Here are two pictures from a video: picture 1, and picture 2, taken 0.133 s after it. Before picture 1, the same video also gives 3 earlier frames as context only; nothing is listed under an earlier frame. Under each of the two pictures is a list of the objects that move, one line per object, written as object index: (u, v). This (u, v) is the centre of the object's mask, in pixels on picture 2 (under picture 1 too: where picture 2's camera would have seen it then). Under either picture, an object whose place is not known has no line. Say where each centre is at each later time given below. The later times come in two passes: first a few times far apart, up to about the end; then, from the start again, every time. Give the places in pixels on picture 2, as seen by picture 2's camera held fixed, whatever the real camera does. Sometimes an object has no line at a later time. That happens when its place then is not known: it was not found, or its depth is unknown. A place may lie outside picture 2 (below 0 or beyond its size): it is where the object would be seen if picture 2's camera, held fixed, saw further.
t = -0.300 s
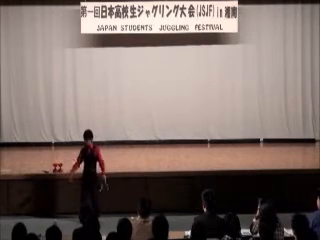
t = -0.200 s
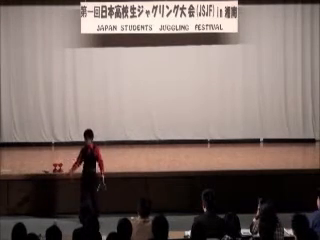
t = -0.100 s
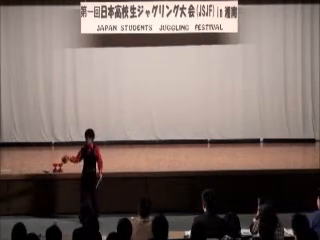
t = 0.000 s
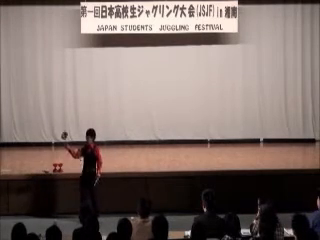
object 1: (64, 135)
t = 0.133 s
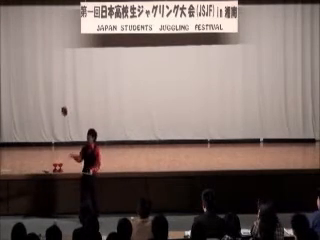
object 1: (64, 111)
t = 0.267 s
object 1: (64, 96)
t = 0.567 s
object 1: (65, 99)
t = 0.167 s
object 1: (65, 106)
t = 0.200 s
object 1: (64, 102)
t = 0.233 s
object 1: (65, 99)
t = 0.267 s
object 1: (64, 96)
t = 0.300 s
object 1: (65, 94)
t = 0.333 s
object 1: (65, 92)
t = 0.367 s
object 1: (65, 92)
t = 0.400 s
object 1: (65, 91)
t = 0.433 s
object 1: (65, 92)
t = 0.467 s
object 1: (65, 93)
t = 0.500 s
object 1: (65, 95)
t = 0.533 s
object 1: (65, 97)
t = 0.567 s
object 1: (65, 99)
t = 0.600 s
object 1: (66, 103)
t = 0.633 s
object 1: (66, 107)
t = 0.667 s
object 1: (66, 112)
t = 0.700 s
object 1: (66, 117)
